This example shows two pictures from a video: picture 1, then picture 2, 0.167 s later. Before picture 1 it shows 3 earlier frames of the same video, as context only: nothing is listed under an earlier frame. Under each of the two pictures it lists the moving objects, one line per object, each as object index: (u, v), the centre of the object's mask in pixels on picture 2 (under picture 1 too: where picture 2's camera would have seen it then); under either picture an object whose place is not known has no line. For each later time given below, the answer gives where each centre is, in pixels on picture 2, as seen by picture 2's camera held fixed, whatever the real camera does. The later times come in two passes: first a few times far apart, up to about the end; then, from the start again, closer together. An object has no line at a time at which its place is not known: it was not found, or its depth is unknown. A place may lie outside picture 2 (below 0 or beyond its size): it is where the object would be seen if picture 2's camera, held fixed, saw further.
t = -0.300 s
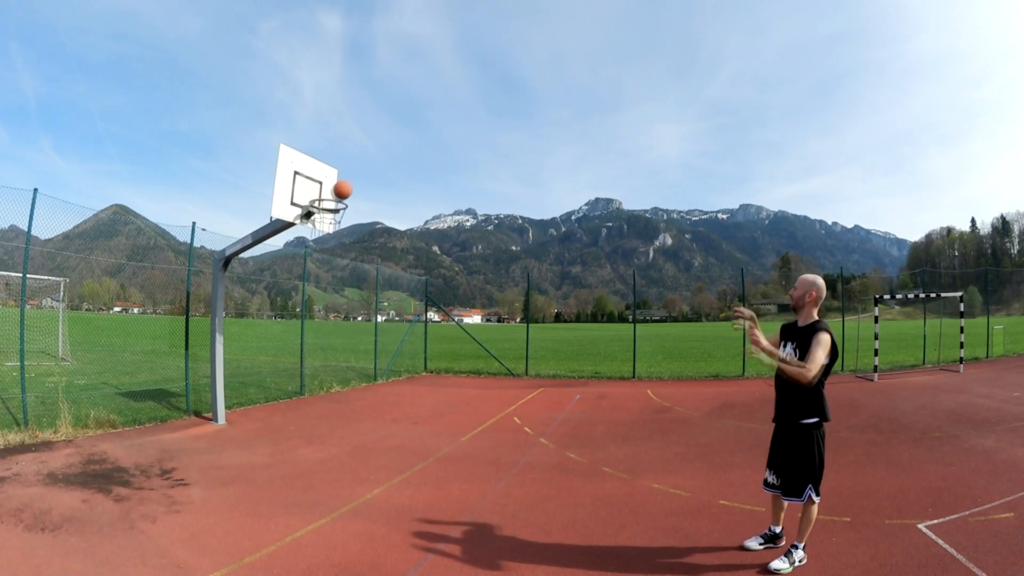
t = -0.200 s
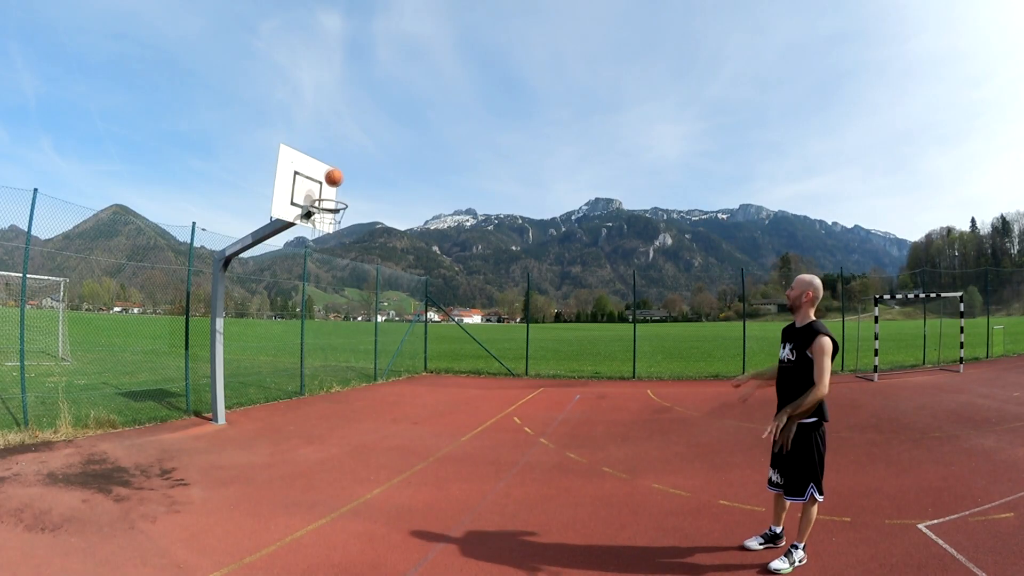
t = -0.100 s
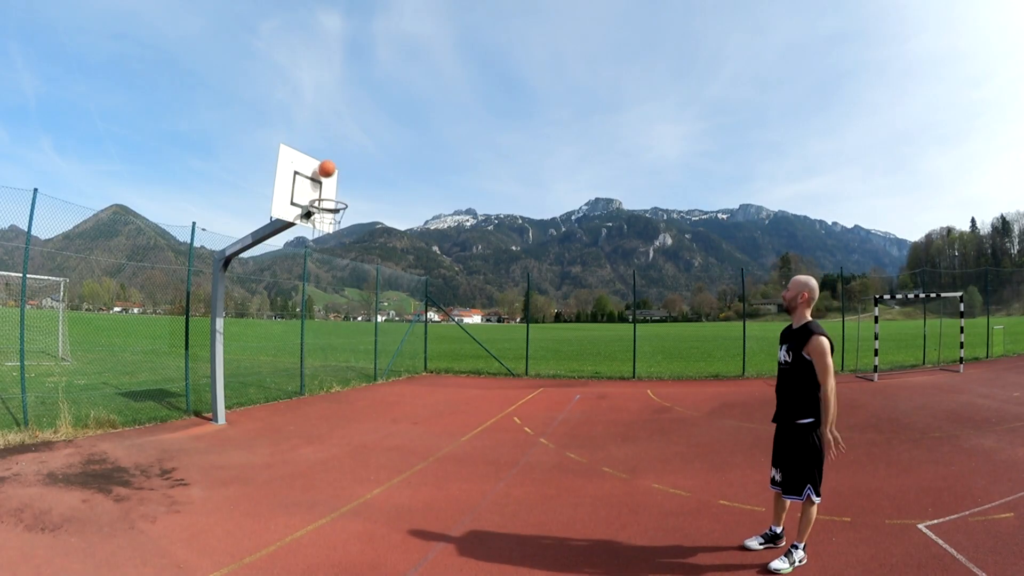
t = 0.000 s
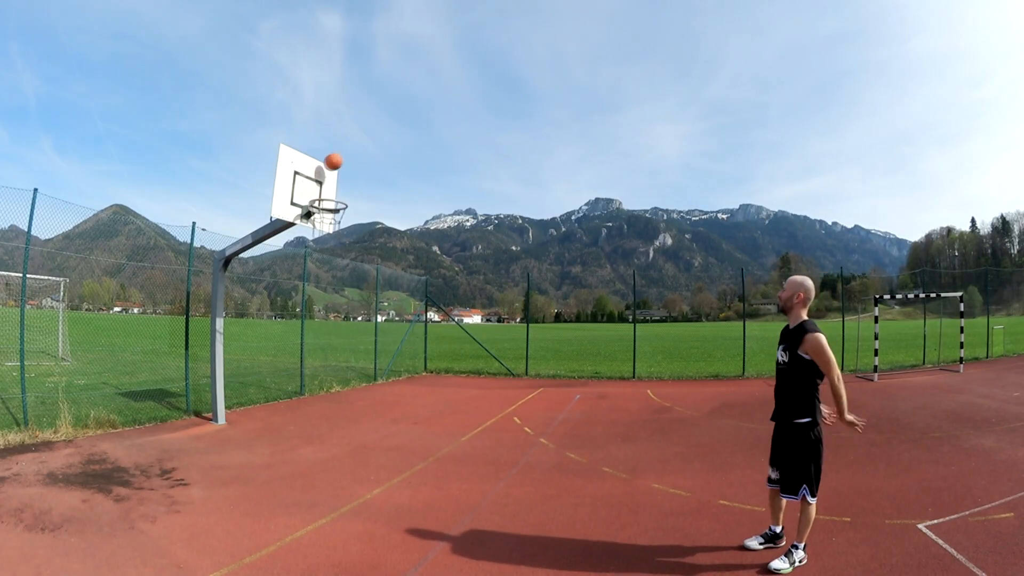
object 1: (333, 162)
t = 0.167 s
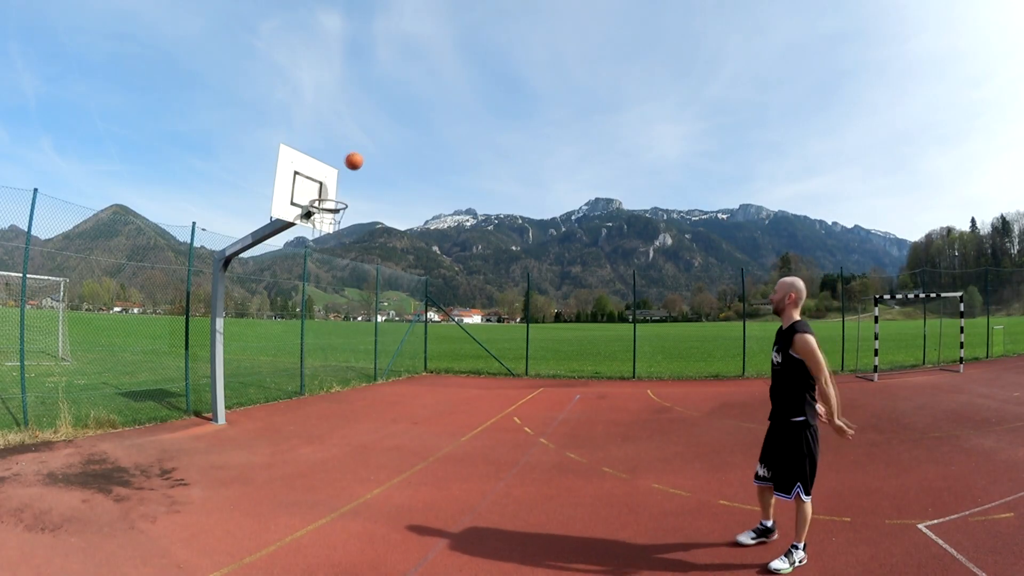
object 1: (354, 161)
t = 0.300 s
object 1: (369, 175)
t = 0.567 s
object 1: (401, 246)
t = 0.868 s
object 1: (441, 404)
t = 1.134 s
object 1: (454, 356)
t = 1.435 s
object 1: (463, 277)
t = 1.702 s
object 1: (470, 268)
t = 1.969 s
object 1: (475, 315)
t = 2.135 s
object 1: (478, 368)
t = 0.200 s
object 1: (357, 163)
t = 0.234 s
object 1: (361, 166)
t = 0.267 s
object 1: (365, 171)
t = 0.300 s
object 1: (369, 175)
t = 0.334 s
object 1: (373, 180)
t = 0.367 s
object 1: (377, 187)
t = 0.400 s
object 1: (381, 195)
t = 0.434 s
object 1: (384, 202)
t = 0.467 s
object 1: (388, 212)
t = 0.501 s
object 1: (393, 222)
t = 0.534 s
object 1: (397, 233)
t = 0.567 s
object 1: (401, 246)
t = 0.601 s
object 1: (405, 259)
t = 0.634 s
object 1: (409, 273)
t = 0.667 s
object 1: (414, 291)
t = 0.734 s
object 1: (421, 321)
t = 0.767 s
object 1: (427, 343)
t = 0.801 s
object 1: (430, 356)
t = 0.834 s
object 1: (435, 379)
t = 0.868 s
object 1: (441, 404)
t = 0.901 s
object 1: (443, 417)
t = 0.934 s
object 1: (449, 443)
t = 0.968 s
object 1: (450, 427)
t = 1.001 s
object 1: (451, 405)
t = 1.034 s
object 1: (451, 398)
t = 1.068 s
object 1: (453, 381)
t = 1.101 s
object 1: (454, 365)
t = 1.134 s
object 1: (454, 356)
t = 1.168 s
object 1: (455, 341)
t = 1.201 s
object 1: (456, 333)
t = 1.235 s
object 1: (457, 322)
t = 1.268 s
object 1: (458, 310)
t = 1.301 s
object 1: (460, 301)
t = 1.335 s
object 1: (460, 295)
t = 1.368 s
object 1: (461, 287)
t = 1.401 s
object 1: (462, 282)
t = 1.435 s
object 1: (463, 277)
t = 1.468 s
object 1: (464, 272)
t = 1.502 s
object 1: (465, 269)
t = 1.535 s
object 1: (465, 267)
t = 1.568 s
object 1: (466, 266)
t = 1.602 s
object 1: (467, 265)
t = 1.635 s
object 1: (468, 265)
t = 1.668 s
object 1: (469, 266)
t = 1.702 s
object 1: (470, 268)
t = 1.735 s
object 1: (470, 271)
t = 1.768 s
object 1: (471, 274)
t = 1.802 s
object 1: (472, 279)
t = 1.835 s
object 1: (472, 284)
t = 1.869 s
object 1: (473, 291)
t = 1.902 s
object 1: (474, 297)
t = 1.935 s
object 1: (474, 305)
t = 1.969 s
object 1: (475, 315)
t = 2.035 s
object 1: (476, 333)
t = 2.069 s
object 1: (477, 346)
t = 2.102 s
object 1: (477, 357)
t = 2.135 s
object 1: (478, 368)
